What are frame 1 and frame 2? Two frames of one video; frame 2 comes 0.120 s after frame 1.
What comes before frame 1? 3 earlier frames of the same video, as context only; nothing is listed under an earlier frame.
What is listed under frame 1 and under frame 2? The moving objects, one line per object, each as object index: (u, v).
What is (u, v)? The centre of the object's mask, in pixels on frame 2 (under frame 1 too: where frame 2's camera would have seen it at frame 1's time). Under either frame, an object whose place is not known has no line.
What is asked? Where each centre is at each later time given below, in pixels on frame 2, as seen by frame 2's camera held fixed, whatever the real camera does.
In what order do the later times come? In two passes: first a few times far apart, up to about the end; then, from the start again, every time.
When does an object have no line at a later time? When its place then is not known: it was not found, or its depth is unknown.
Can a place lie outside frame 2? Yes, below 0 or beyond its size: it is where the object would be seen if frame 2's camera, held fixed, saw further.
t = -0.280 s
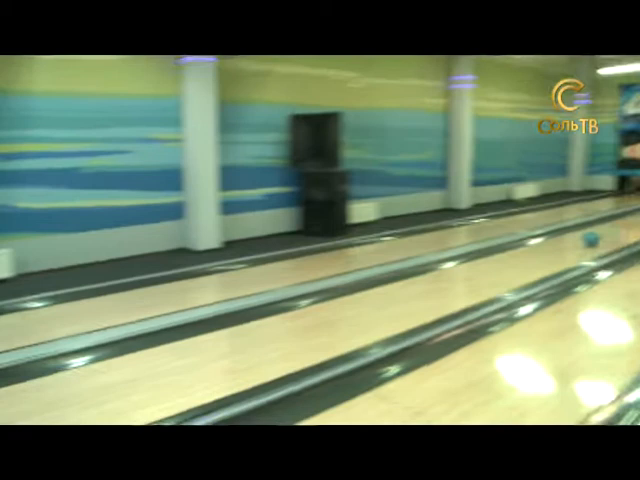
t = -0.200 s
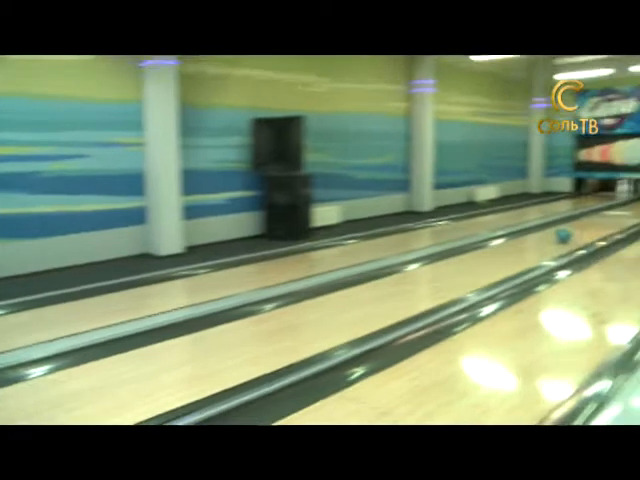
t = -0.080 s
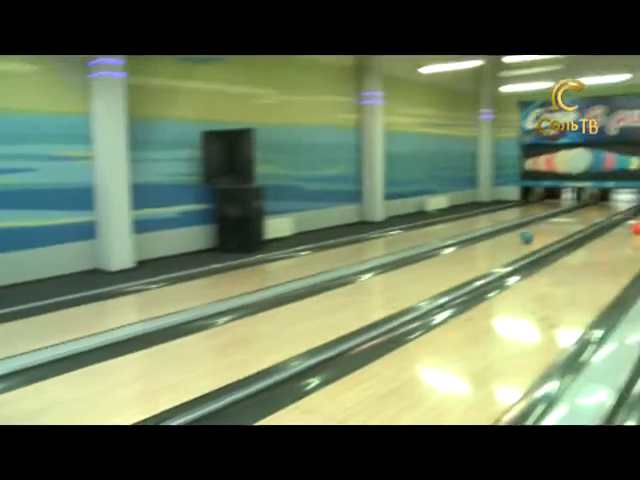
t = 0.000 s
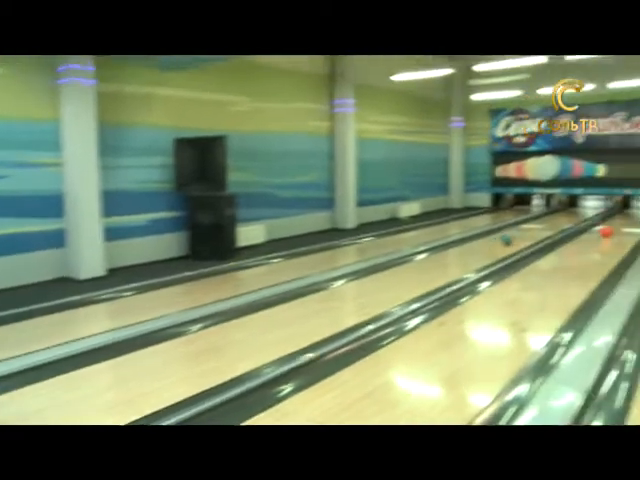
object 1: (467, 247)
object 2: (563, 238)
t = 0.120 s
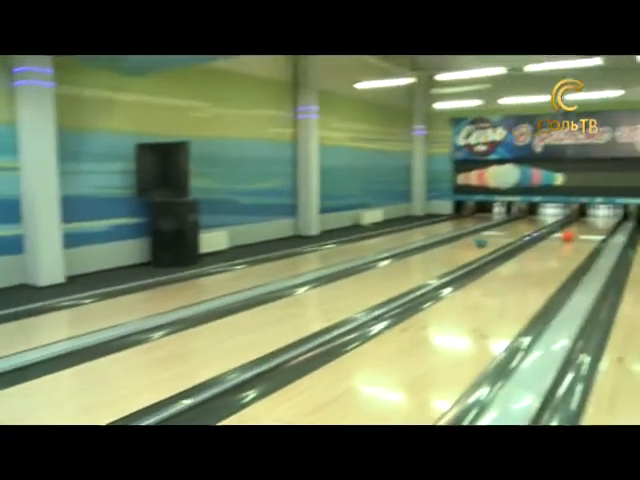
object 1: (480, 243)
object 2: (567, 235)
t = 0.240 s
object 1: (491, 240)
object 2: (570, 234)
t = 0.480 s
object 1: (509, 233)
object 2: (579, 229)
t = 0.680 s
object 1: (520, 228)
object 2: (580, 228)
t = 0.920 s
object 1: (532, 223)
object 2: (585, 223)
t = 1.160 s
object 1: (541, 220)
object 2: (587, 222)
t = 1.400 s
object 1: (549, 217)
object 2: (592, 220)
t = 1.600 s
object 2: (593, 219)
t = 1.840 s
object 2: (597, 217)
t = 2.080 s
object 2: (598, 214)
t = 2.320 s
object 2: (598, 214)
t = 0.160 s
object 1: (484, 243)
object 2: (568, 234)
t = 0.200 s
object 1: (488, 241)
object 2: (568, 234)
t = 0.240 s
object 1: (491, 240)
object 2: (570, 234)
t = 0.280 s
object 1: (495, 237)
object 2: (572, 233)
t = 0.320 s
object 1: (498, 237)
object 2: (573, 232)
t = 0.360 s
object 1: (501, 236)
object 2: (575, 231)
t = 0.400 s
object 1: (503, 235)
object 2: (576, 231)
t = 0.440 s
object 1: (506, 234)
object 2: (576, 231)
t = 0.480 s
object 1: (509, 233)
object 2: (579, 229)
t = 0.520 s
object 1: (512, 232)
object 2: (579, 229)
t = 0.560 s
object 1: (514, 230)
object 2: (579, 229)
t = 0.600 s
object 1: (516, 230)
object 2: (579, 228)
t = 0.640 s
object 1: (518, 229)
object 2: (580, 228)
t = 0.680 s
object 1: (520, 228)
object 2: (580, 228)
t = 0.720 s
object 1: (522, 227)
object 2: (581, 227)
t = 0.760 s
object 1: (524, 226)
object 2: (581, 227)
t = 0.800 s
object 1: (527, 226)
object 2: (582, 226)
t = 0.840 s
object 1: (529, 225)
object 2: (583, 225)
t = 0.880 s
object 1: (531, 224)
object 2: (584, 224)
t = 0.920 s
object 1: (532, 223)
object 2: (585, 223)
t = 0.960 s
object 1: (533, 222)
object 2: (585, 223)
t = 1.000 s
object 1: (536, 221)
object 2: (586, 223)
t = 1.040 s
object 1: (538, 221)
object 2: (586, 223)
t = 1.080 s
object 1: (539, 221)
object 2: (587, 223)
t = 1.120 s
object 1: (540, 220)
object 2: (587, 223)
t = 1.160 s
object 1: (541, 220)
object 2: (587, 222)
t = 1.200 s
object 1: (540, 220)
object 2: (588, 222)
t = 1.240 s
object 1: (545, 218)
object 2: (590, 221)
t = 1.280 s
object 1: (546, 219)
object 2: (590, 221)
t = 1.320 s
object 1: (547, 218)
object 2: (589, 221)
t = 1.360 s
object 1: (548, 218)
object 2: (591, 220)
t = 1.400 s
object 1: (549, 217)
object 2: (592, 220)
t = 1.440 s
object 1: (550, 217)
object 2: (592, 220)
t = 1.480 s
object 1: (551, 218)
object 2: (593, 219)
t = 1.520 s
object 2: (593, 219)
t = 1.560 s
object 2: (593, 219)
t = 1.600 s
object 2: (593, 219)
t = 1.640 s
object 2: (594, 218)
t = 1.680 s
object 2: (594, 218)
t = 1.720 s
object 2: (595, 218)
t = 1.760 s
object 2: (595, 218)
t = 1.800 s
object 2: (595, 218)
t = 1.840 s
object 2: (597, 217)
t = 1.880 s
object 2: (597, 217)
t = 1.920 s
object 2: (597, 216)
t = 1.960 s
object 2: (598, 215)
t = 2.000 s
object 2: (598, 215)
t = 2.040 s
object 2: (599, 215)
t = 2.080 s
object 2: (598, 214)
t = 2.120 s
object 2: (599, 215)
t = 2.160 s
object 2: (599, 214)
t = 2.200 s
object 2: (599, 214)
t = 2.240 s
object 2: (599, 213)
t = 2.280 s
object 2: (599, 214)
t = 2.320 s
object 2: (598, 214)
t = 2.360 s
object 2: (598, 213)
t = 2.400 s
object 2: (597, 214)
